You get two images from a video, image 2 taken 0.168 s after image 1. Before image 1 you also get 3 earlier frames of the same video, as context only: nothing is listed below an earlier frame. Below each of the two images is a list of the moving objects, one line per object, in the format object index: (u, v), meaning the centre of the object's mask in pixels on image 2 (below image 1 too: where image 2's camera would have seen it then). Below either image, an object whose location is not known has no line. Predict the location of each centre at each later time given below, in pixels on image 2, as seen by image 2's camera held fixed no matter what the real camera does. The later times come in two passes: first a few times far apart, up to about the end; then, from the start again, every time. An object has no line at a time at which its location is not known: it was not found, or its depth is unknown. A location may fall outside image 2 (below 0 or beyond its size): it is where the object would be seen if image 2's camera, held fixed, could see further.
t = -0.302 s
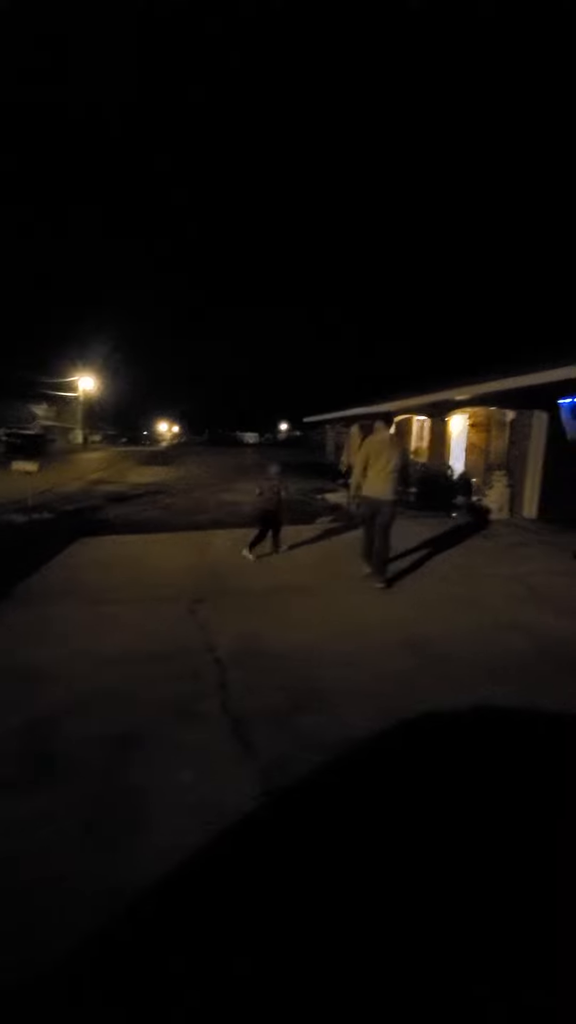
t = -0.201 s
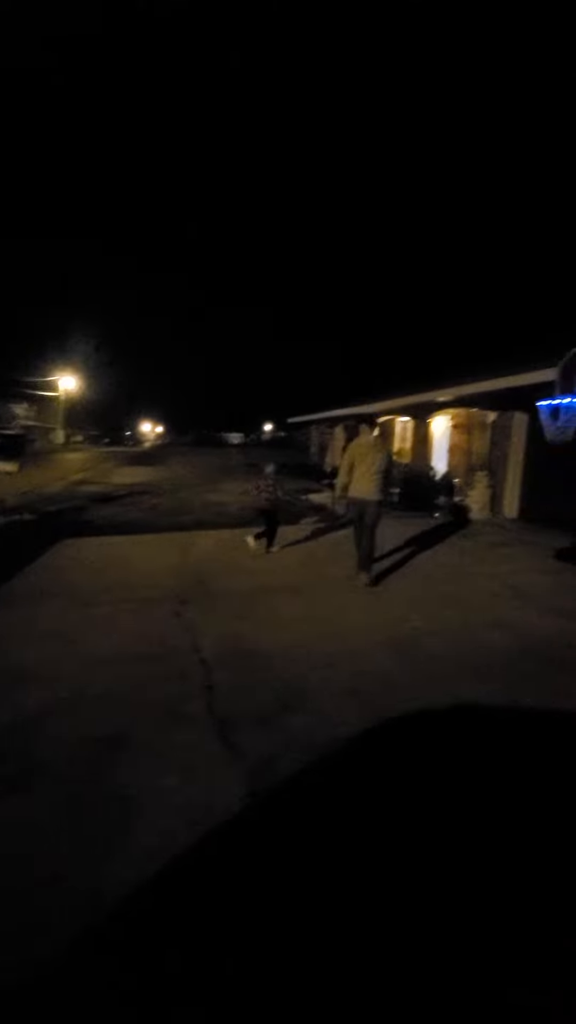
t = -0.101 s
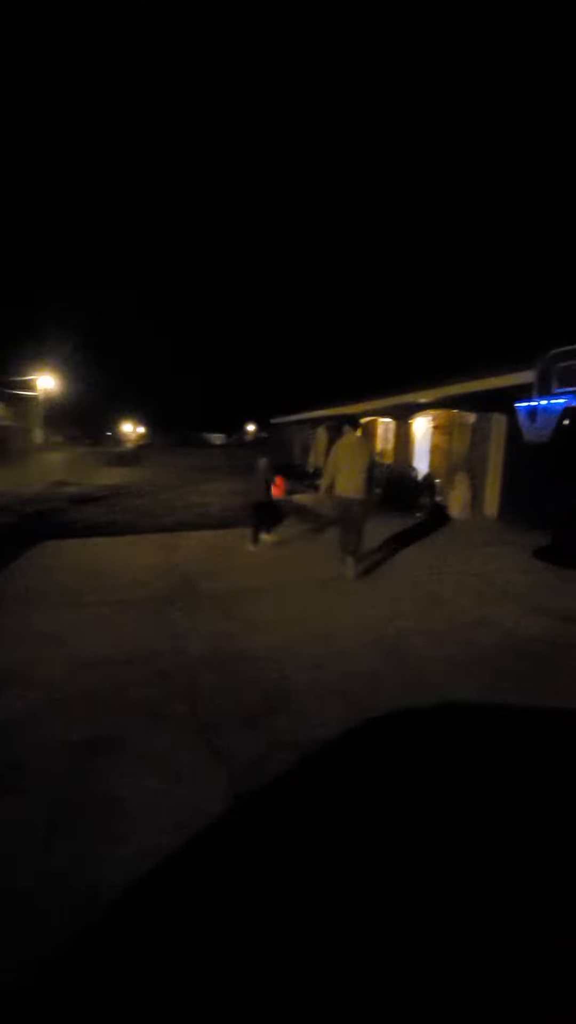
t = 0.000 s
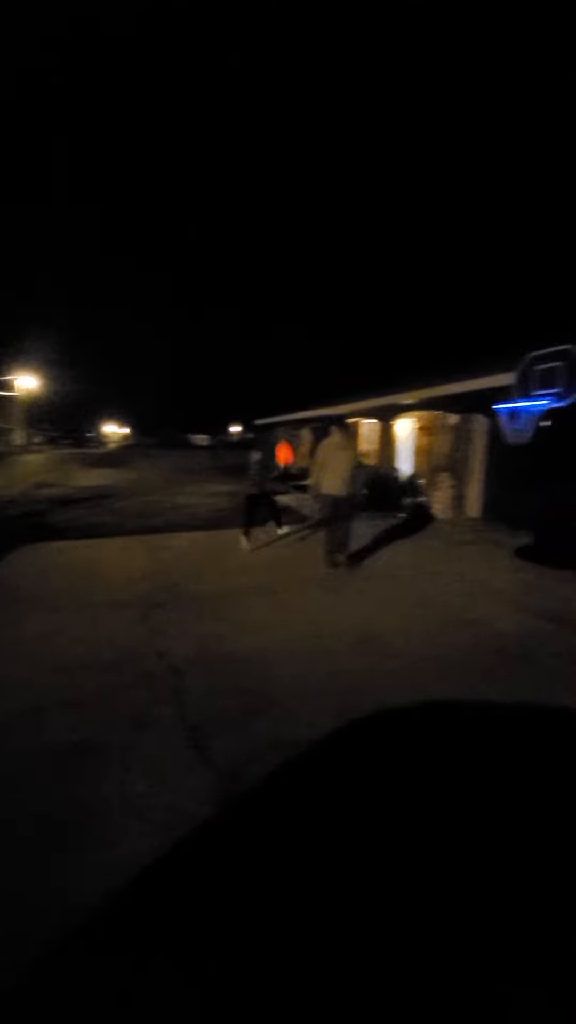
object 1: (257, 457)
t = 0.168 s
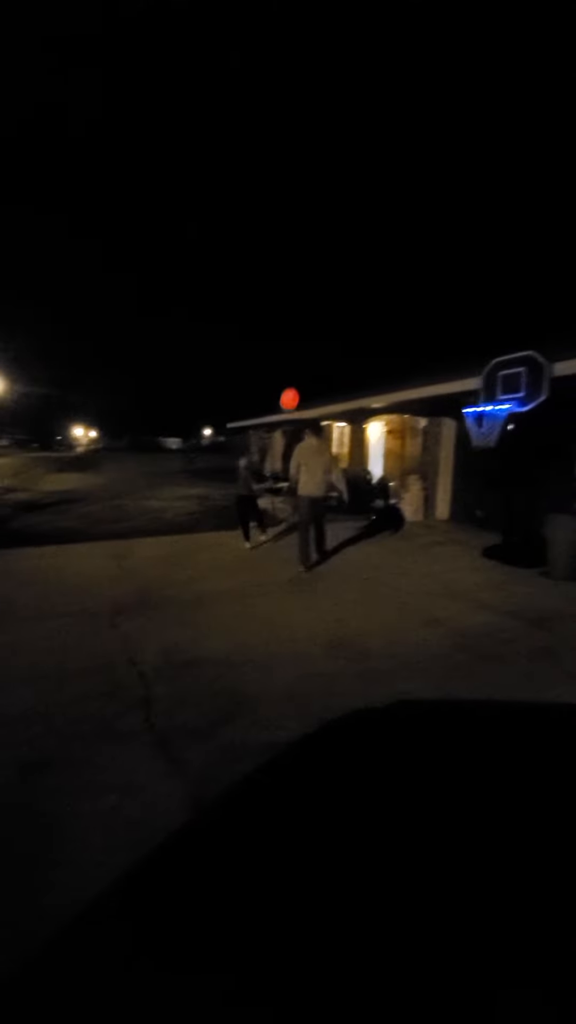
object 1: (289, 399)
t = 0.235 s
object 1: (302, 381)
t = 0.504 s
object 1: (356, 340)
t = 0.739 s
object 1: (402, 350)
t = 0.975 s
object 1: (448, 401)
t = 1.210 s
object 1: (488, 492)
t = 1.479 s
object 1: (487, 492)
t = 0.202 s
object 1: (296, 389)
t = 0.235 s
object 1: (302, 381)
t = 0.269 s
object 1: (309, 373)
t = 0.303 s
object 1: (315, 366)
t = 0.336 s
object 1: (322, 360)
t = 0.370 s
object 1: (328, 354)
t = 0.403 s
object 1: (335, 350)
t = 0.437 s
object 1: (342, 346)
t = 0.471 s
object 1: (349, 342)
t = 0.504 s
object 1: (356, 340)
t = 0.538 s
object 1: (362, 339)
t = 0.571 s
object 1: (369, 339)
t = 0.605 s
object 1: (376, 339)
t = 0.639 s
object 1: (383, 341)
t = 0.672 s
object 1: (389, 343)
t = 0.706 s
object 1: (396, 346)
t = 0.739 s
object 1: (402, 350)
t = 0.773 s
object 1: (409, 355)
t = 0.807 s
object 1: (416, 361)
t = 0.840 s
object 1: (423, 367)
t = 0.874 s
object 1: (429, 374)
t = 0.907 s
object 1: (436, 382)
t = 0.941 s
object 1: (442, 391)
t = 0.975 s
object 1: (448, 401)
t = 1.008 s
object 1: (454, 412)
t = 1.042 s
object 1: (459, 424)
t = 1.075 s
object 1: (465, 436)
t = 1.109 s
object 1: (472, 449)
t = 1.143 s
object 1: (477, 463)
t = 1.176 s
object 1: (482, 477)
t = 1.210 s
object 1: (488, 492)
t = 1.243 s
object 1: (492, 508)
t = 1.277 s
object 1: (495, 523)
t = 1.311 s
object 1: (496, 532)
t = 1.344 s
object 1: (496, 524)
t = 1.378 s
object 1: (494, 514)
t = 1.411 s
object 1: (492, 506)
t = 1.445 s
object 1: (490, 499)
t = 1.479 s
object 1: (487, 492)
